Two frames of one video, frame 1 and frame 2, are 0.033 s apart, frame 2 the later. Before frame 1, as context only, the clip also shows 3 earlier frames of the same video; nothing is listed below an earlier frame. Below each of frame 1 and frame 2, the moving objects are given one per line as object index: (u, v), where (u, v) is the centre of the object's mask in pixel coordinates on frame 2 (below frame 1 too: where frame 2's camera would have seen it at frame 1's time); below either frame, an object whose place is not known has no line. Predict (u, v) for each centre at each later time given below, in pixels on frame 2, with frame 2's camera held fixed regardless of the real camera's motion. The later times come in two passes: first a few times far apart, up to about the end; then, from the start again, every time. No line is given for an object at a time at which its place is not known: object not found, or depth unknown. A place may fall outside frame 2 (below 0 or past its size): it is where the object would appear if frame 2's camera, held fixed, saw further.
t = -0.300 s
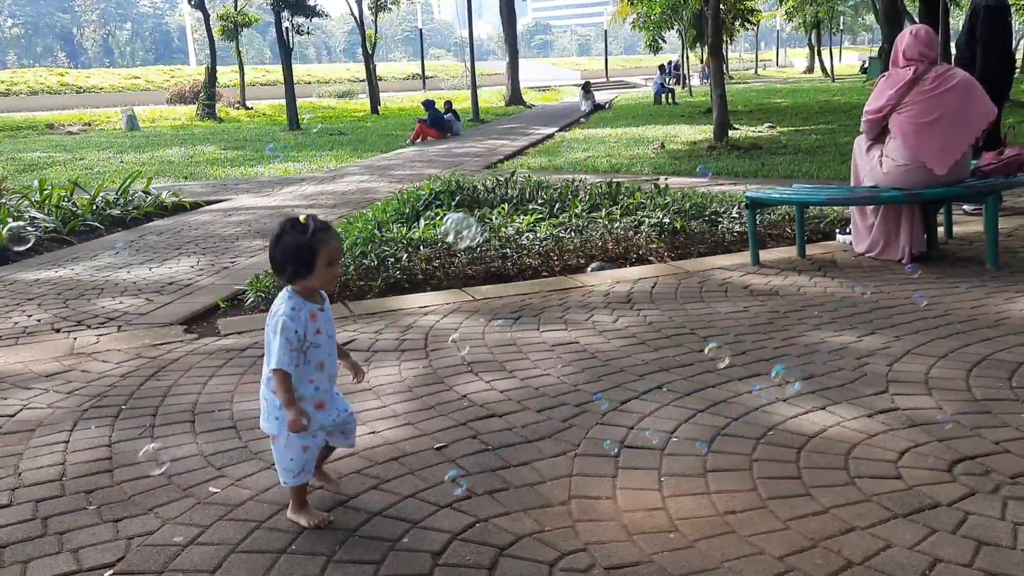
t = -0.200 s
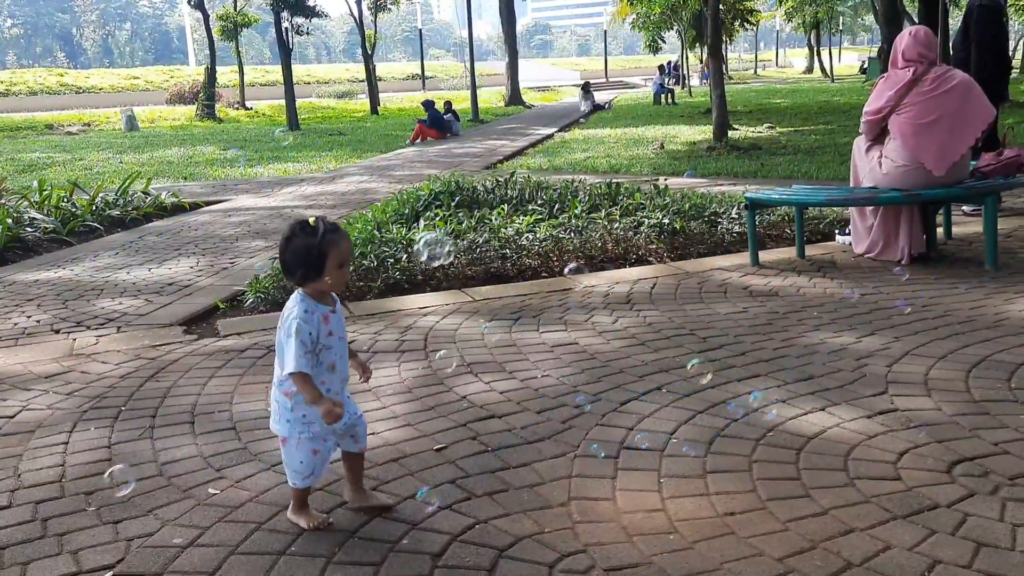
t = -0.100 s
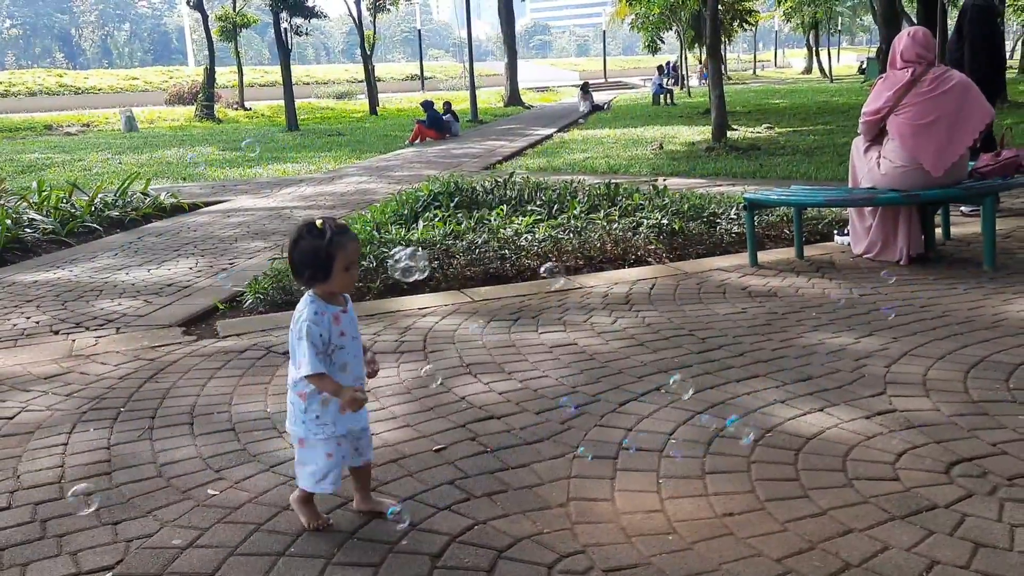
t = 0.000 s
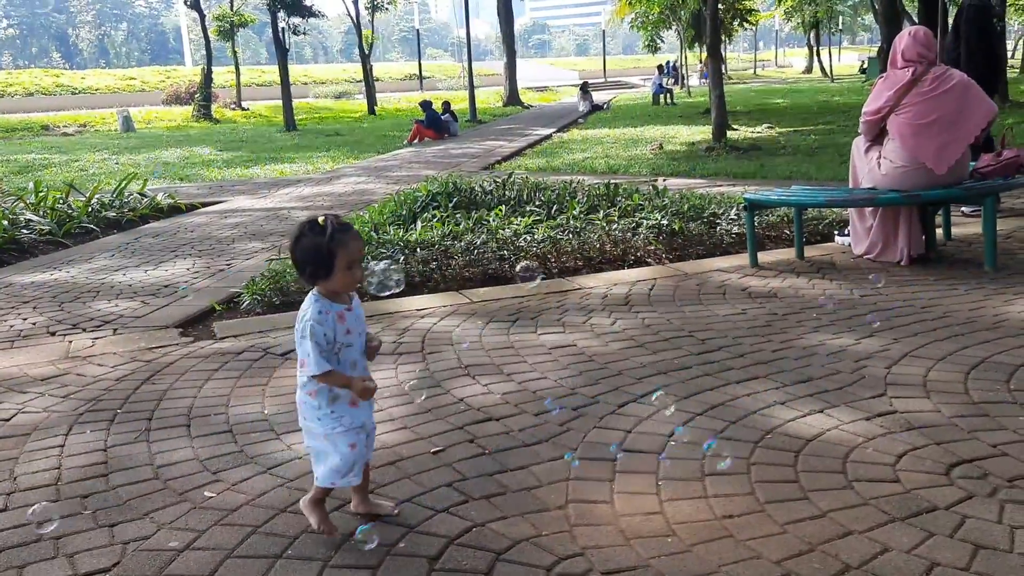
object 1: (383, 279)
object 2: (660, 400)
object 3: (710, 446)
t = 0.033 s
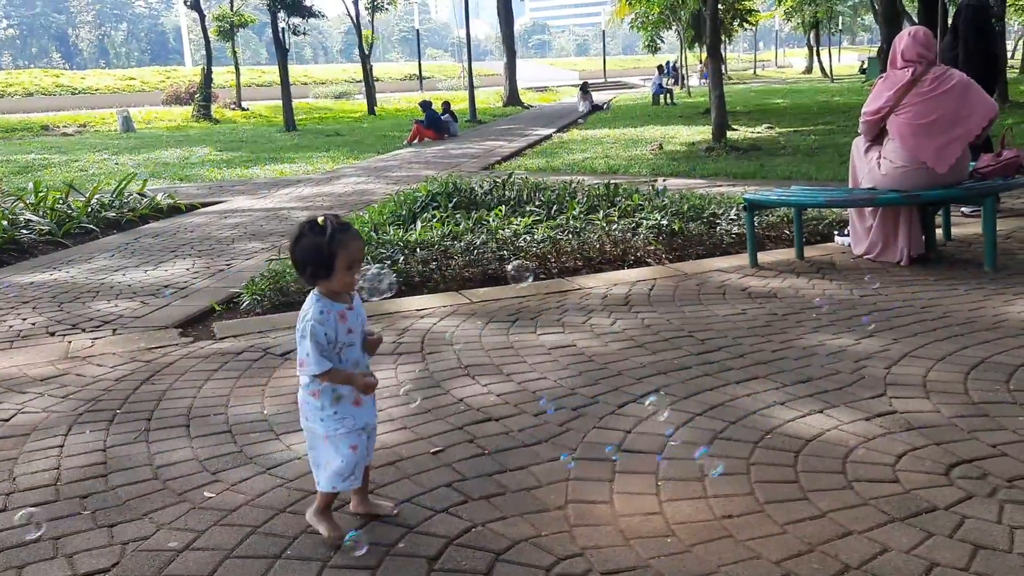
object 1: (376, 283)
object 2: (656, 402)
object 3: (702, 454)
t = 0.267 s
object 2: (611, 441)
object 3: (648, 505)
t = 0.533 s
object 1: (278, 328)
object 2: (544, 472)
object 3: (584, 547)
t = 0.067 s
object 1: (369, 285)
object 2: (646, 408)
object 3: (694, 462)
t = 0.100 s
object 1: (360, 289)
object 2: (638, 411)
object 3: (690, 471)
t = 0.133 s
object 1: (353, 292)
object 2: (632, 418)
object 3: (678, 475)
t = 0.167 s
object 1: (345, 294)
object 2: (631, 428)
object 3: (669, 482)
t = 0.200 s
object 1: (336, 295)
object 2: (619, 427)
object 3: (662, 490)
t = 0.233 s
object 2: (618, 438)
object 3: (653, 494)
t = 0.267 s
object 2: (611, 441)
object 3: (648, 505)
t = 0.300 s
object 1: (298, 303)
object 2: (603, 447)
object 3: (638, 508)
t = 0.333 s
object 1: (294, 308)
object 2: (594, 452)
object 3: (628, 513)
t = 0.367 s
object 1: (292, 310)
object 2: (587, 455)
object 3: (621, 519)
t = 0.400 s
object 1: (288, 314)
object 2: (574, 453)
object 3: (613, 526)
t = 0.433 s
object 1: (286, 318)
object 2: (570, 461)
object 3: (605, 531)
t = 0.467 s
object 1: (283, 322)
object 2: (563, 464)
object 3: (597, 537)
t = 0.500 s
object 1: (281, 326)
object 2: (553, 468)
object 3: (592, 543)
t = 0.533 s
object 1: (278, 328)
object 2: (544, 472)
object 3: (584, 547)
